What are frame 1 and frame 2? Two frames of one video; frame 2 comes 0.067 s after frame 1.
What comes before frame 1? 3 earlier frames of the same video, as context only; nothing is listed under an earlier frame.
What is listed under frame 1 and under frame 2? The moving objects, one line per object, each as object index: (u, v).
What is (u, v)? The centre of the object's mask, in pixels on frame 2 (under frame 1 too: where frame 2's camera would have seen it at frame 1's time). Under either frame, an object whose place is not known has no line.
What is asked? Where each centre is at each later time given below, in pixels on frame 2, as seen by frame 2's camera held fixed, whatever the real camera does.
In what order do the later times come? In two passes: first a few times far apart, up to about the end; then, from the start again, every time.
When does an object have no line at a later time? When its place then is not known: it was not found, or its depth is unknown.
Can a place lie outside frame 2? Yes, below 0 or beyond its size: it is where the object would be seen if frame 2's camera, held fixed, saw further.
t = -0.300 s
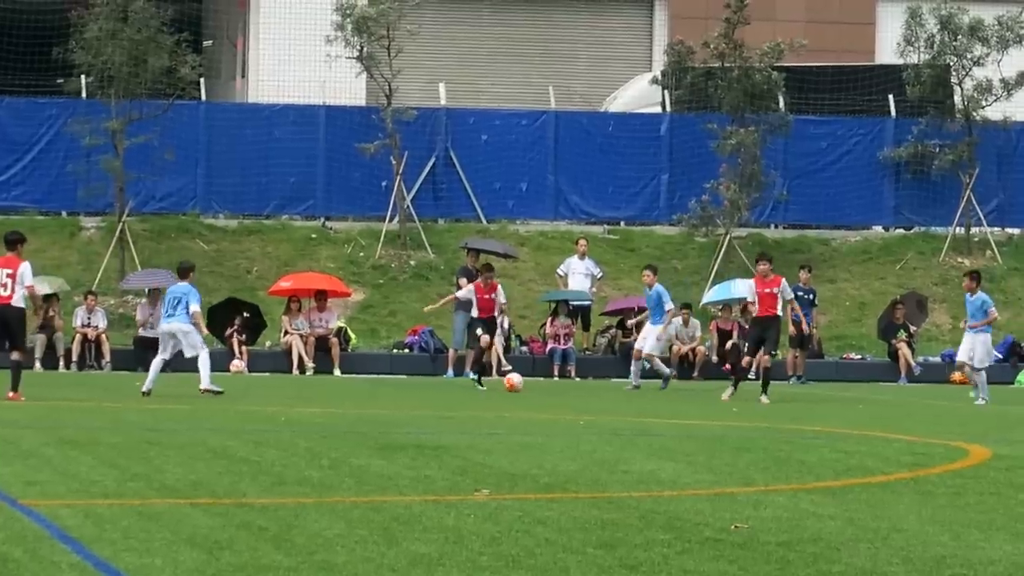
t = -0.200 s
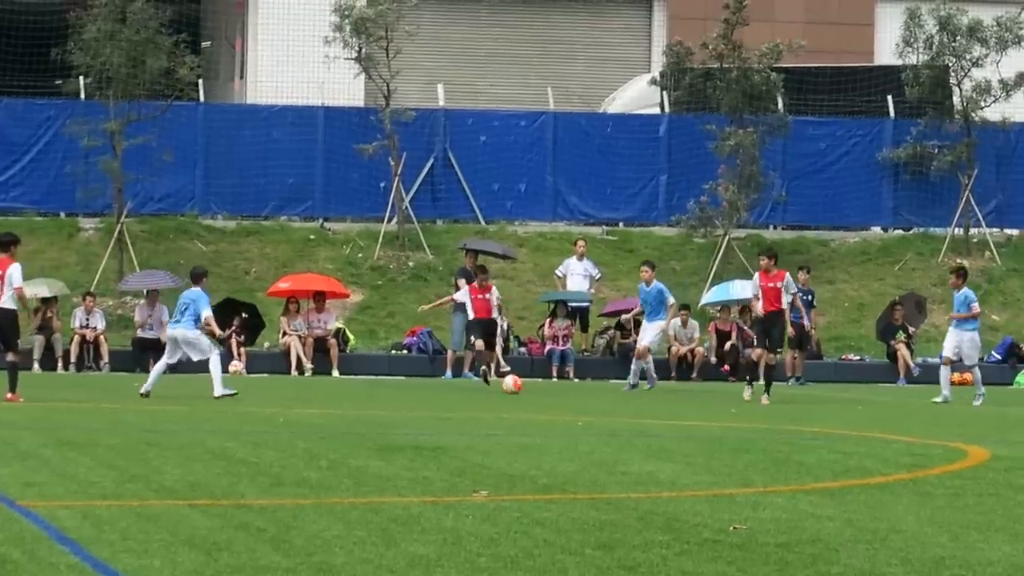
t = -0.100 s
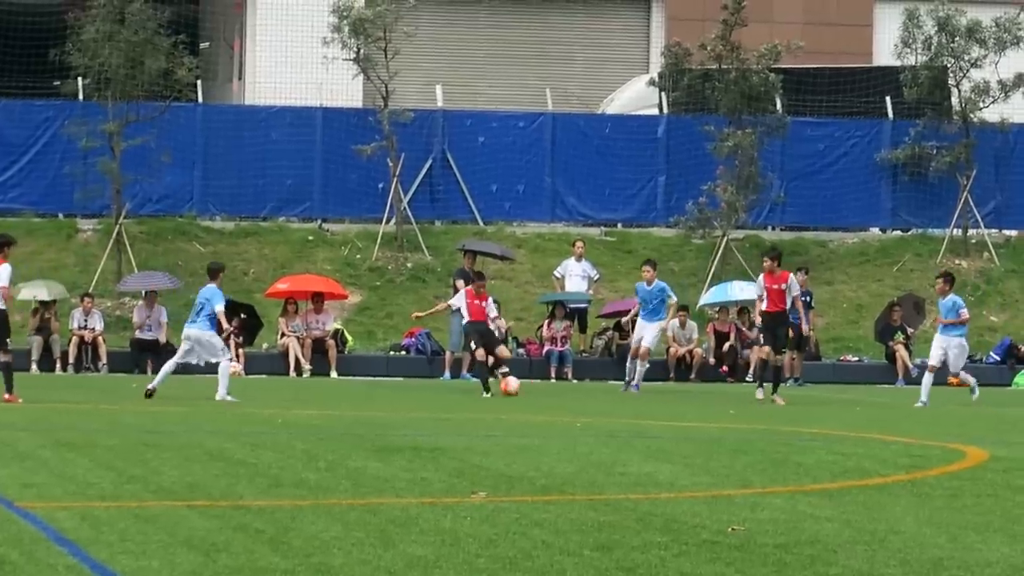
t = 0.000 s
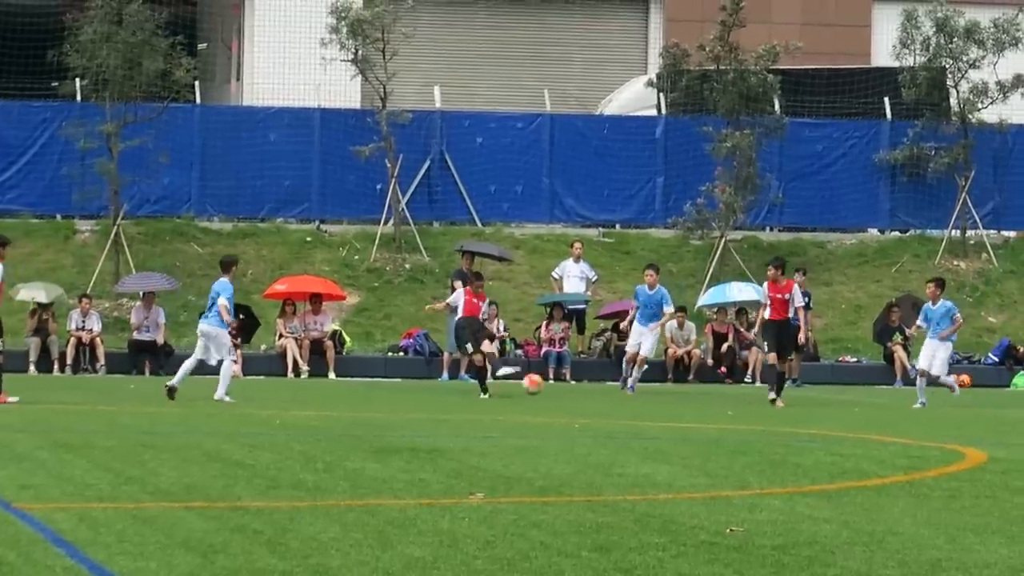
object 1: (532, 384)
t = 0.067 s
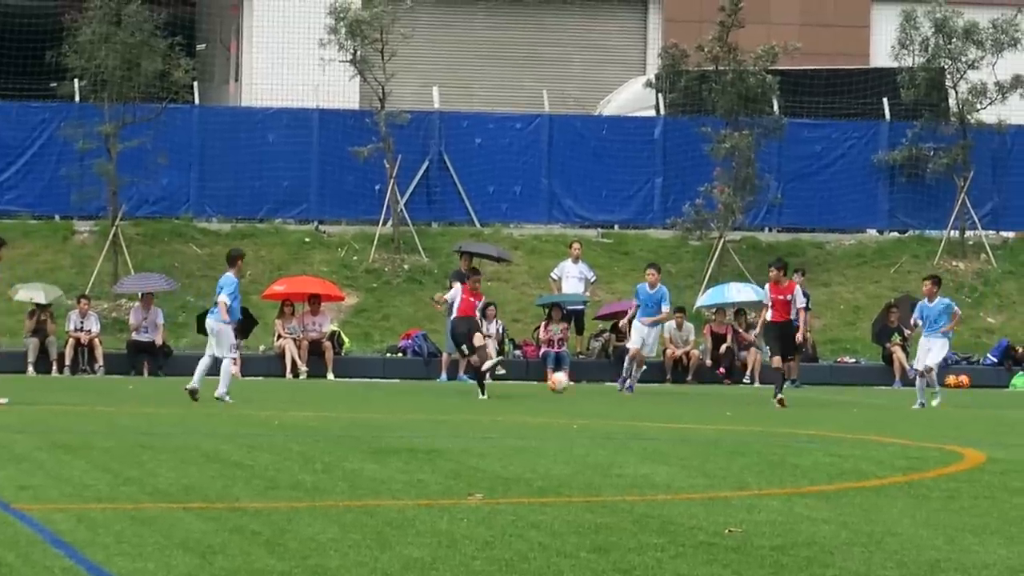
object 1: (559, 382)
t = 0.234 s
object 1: (622, 398)
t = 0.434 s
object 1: (682, 404)
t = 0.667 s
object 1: (739, 408)
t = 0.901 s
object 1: (783, 410)
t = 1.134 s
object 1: (825, 420)
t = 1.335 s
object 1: (859, 432)
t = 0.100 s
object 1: (572, 383)
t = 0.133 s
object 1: (585, 385)
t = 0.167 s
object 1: (597, 388)
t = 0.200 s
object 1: (610, 392)
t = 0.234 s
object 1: (622, 398)
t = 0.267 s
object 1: (633, 400)
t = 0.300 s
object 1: (642, 399)
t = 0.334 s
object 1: (653, 397)
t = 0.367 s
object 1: (662, 398)
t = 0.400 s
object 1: (672, 400)
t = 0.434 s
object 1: (682, 404)
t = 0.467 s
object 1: (691, 406)
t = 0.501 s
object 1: (699, 402)
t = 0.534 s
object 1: (707, 400)
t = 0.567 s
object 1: (715, 399)
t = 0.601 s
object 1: (724, 400)
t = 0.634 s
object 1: (731, 403)
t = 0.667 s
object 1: (739, 408)
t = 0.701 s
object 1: (747, 413)
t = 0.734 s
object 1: (753, 410)
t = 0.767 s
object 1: (760, 407)
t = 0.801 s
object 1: (765, 405)
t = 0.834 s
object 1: (772, 405)
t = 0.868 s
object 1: (777, 407)
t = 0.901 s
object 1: (783, 410)
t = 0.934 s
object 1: (790, 416)
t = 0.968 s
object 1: (795, 421)
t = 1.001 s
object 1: (801, 418)
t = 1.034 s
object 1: (807, 416)
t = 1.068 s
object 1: (813, 416)
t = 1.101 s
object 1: (819, 417)
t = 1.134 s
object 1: (825, 420)
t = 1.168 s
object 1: (831, 425)
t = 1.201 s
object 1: (837, 429)
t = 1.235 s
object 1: (843, 429)
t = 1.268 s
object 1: (848, 429)
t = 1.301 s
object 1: (854, 430)
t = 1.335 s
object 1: (859, 432)
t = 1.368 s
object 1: (865, 434)
